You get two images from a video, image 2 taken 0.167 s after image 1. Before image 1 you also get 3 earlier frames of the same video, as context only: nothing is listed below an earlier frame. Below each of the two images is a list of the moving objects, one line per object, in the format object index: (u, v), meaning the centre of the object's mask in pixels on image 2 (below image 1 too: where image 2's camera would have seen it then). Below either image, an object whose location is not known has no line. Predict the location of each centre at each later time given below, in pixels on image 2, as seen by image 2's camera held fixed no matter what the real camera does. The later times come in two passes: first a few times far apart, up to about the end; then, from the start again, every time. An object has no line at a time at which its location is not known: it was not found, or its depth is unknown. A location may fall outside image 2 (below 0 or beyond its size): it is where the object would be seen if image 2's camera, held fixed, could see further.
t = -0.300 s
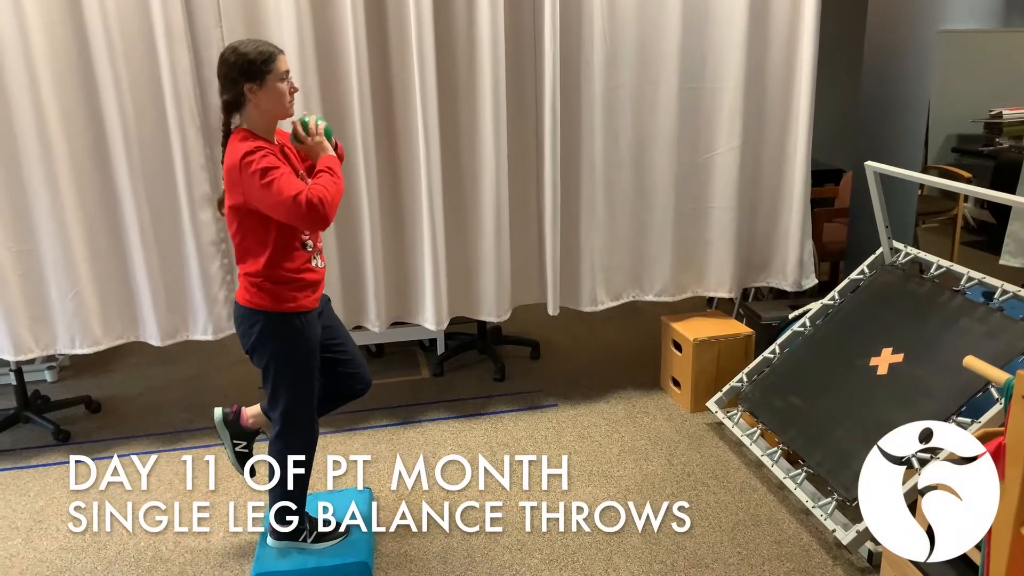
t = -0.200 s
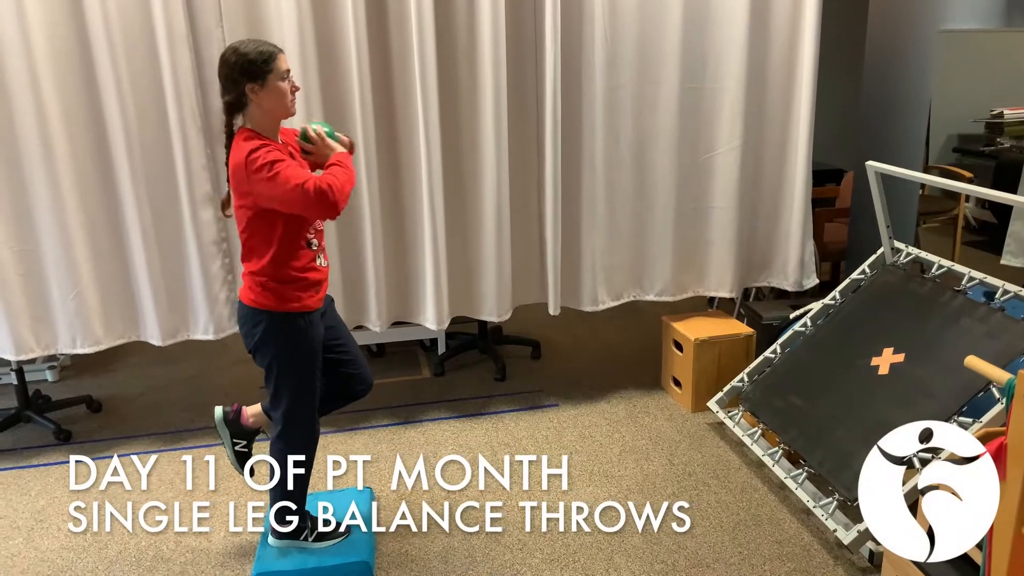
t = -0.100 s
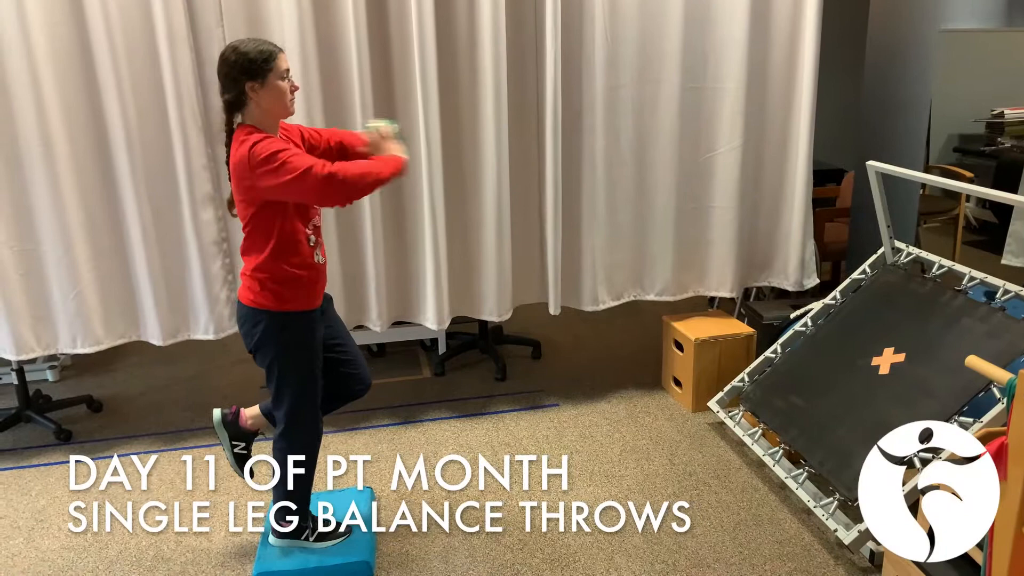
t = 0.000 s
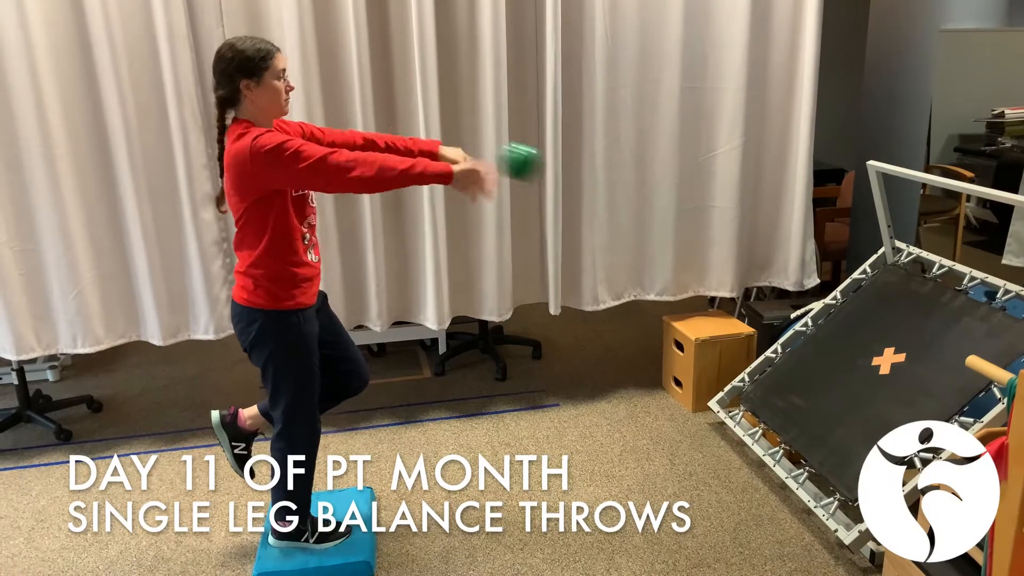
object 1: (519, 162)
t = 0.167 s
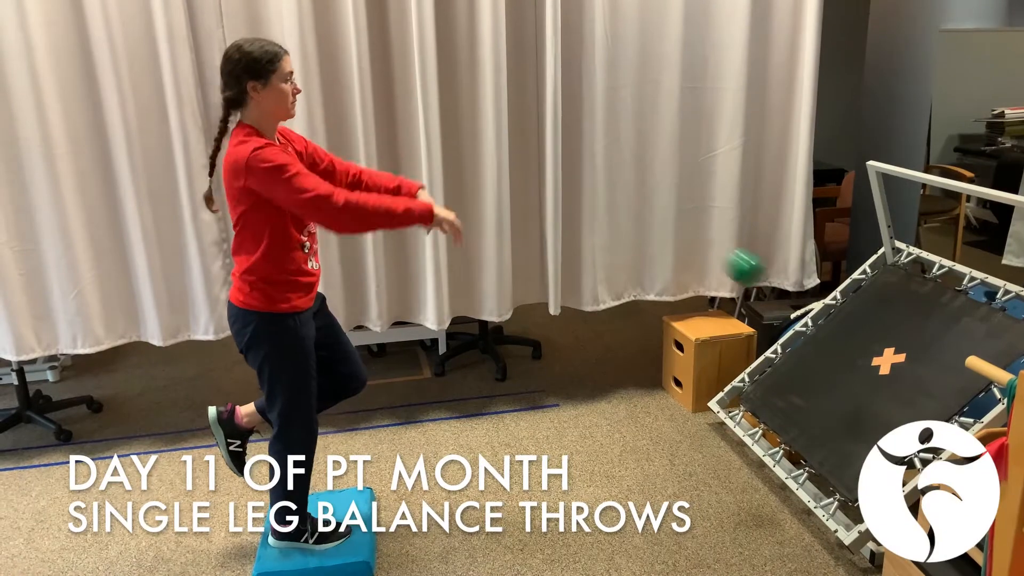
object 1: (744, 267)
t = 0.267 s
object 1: (856, 356)
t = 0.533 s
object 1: (703, 227)
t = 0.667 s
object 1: (578, 191)
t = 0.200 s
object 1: (783, 294)
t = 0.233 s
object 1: (825, 326)
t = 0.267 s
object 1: (856, 356)
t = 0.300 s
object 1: (880, 385)
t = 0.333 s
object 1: (862, 363)
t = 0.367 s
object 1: (838, 333)
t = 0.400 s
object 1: (813, 306)
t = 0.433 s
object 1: (788, 284)
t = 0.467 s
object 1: (760, 262)
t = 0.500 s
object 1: (733, 244)
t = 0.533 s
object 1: (703, 227)
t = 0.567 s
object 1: (673, 214)
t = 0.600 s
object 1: (642, 204)
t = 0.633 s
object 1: (612, 196)
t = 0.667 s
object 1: (578, 191)
